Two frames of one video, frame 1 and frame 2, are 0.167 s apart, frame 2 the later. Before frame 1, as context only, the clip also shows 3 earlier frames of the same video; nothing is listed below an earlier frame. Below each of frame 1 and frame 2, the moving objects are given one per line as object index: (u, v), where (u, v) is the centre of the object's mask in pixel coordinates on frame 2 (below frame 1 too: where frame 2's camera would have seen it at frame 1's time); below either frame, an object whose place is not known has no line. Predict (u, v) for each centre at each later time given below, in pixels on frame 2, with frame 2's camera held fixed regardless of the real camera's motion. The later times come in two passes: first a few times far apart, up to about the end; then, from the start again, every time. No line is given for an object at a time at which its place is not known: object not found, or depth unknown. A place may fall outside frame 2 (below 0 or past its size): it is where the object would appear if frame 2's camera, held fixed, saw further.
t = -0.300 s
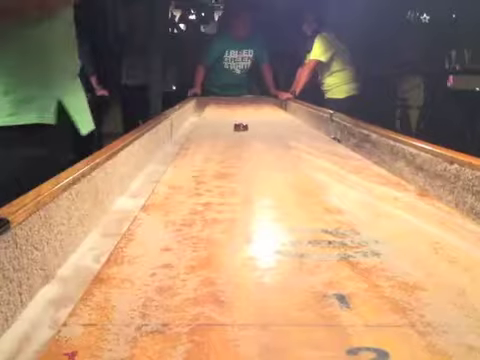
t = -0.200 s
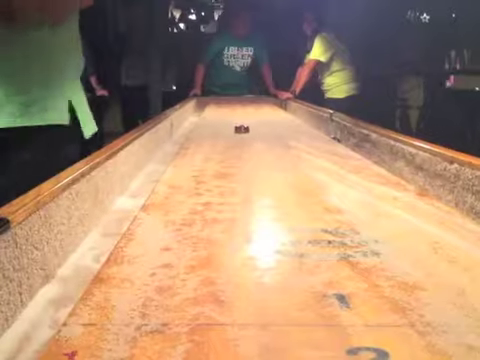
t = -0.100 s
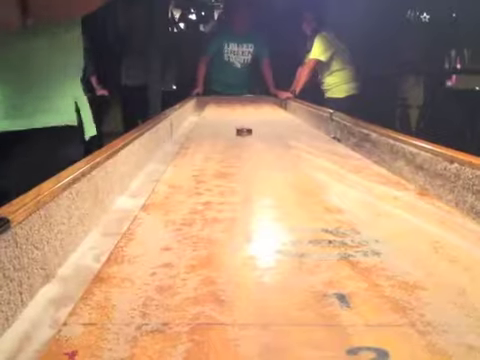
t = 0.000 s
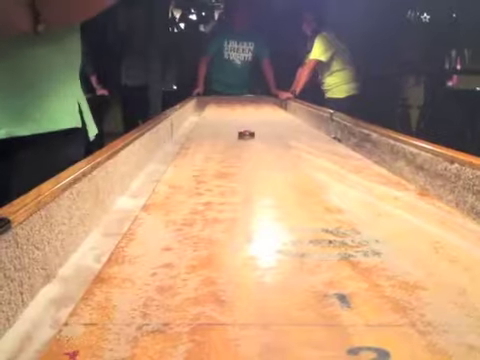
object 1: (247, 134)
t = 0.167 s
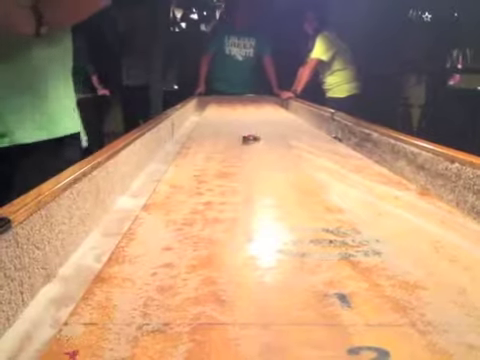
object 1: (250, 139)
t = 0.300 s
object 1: (254, 143)
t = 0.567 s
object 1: (265, 156)
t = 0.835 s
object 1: (281, 174)
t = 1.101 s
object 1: (304, 196)
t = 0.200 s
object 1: (251, 140)
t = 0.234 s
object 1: (252, 141)
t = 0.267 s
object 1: (253, 142)
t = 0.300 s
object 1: (254, 143)
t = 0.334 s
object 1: (255, 144)
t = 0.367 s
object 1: (256, 146)
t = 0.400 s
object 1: (258, 147)
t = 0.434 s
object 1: (259, 149)
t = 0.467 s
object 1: (261, 150)
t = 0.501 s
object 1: (262, 152)
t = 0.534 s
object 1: (263, 154)
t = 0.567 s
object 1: (265, 156)
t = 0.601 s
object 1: (267, 158)
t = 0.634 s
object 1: (268, 159)
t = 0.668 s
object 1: (270, 162)
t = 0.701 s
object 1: (273, 165)
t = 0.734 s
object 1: (274, 167)
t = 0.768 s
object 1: (276, 169)
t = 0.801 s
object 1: (278, 171)
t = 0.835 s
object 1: (281, 174)
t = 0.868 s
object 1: (284, 177)
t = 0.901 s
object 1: (286, 179)
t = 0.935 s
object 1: (289, 182)
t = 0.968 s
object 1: (292, 184)
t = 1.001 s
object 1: (295, 187)
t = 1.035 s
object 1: (297, 190)
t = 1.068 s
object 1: (301, 193)
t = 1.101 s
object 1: (304, 196)
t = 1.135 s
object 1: (308, 200)
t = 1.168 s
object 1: (312, 204)
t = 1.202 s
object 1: (316, 208)
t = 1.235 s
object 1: (320, 212)
